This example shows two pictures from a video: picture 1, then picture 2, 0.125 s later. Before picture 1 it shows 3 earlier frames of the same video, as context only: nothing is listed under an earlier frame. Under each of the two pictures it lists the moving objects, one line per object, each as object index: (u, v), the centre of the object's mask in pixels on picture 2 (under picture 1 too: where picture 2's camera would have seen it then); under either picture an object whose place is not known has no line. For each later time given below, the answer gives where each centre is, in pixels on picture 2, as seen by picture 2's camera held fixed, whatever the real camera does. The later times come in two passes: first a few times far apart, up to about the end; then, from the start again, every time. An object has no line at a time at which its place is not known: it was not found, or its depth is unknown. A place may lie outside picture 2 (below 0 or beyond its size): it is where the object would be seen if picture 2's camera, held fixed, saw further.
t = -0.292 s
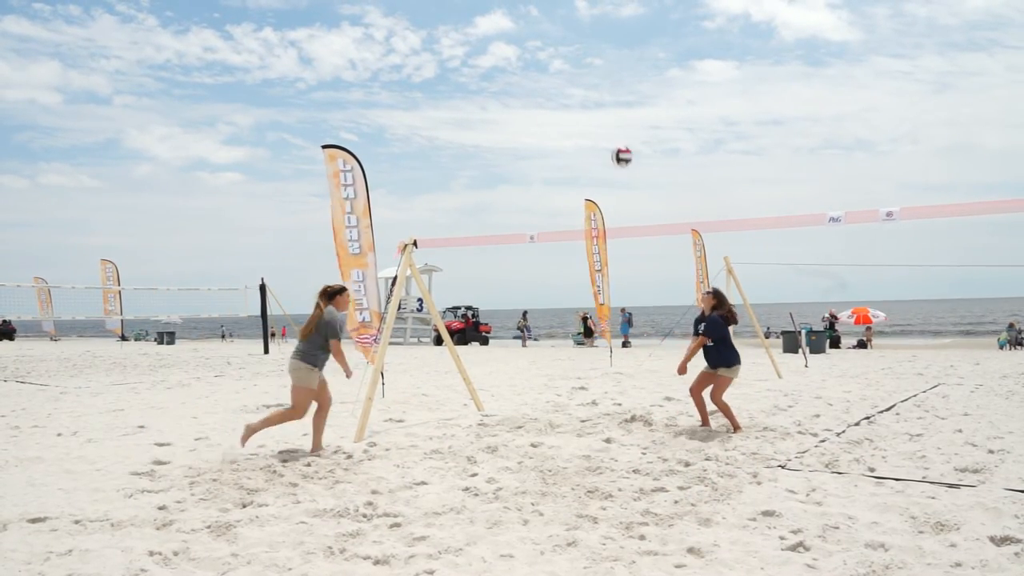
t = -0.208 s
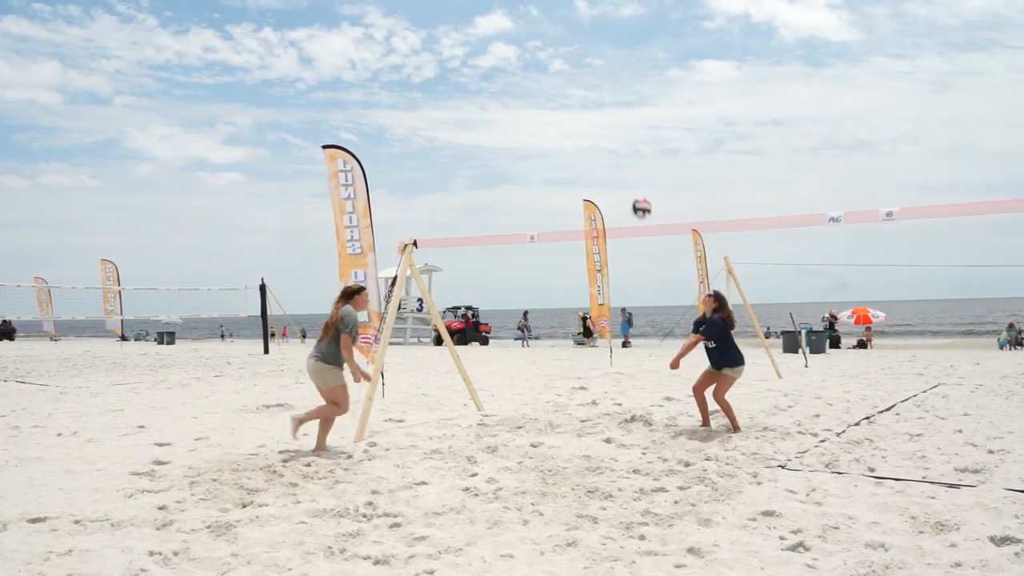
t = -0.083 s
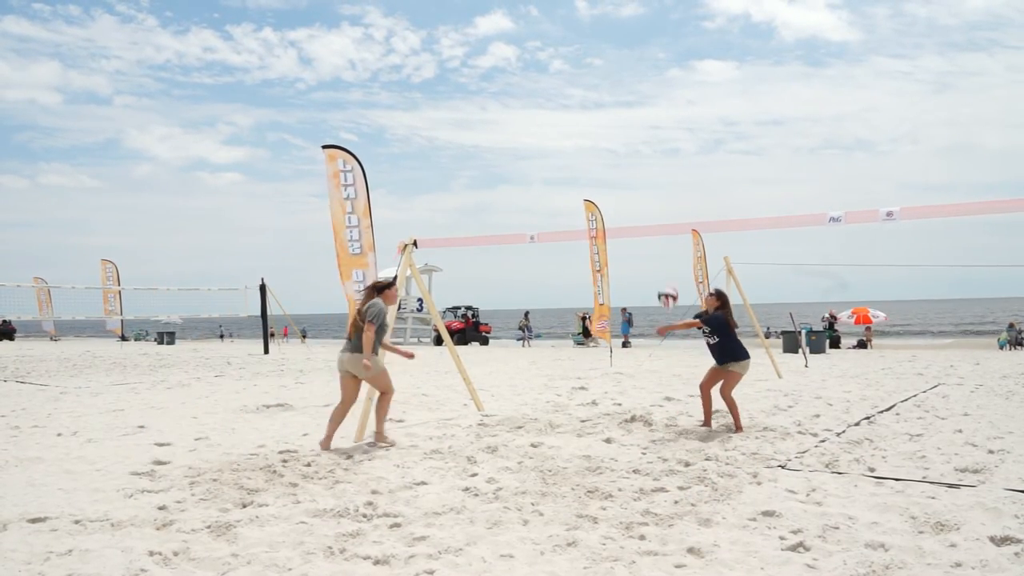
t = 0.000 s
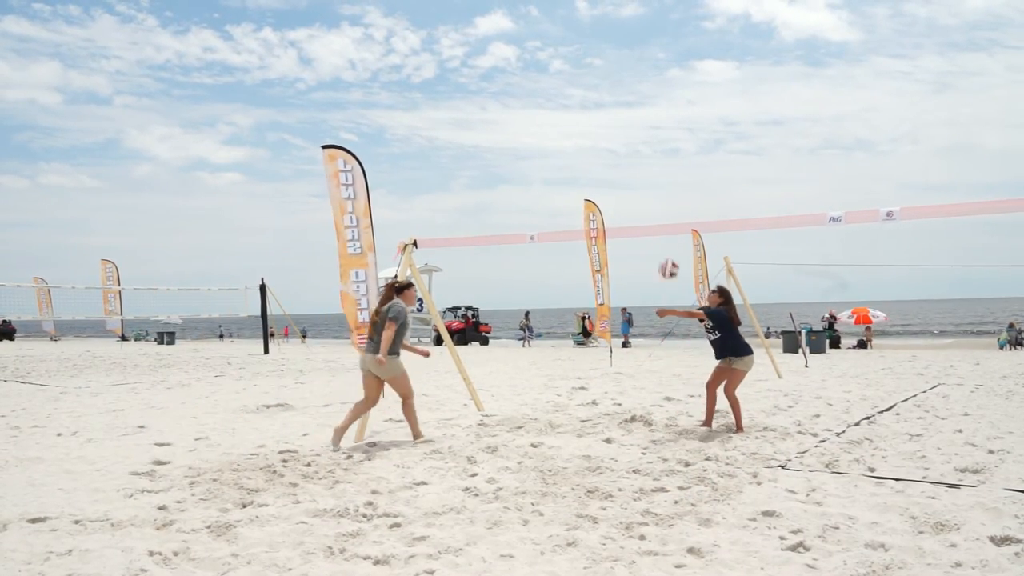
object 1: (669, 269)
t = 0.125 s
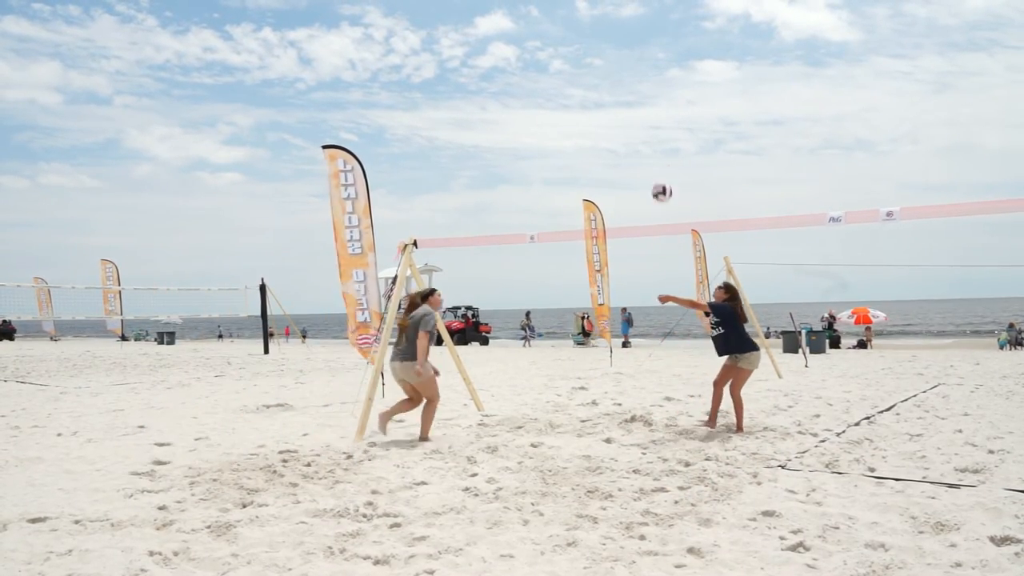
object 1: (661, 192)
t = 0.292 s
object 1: (653, 117)
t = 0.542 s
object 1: (640, 54)
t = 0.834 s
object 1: (625, 56)
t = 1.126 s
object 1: (611, 134)
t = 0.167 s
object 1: (660, 171)
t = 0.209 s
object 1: (657, 151)
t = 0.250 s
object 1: (655, 133)
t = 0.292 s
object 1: (653, 117)
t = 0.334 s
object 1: (651, 102)
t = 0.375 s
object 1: (650, 90)
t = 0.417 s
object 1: (647, 78)
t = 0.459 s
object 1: (645, 68)
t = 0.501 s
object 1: (642, 60)
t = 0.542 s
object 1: (640, 54)
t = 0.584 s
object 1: (638, 49)
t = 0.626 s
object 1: (636, 47)
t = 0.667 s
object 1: (633, 45)
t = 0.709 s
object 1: (632, 46)
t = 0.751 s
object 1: (629, 47)
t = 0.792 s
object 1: (627, 51)
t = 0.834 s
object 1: (625, 56)
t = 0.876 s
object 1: (623, 64)
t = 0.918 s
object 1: (621, 71)
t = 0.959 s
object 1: (620, 81)
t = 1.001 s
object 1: (617, 92)
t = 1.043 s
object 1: (615, 105)
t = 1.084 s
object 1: (613, 119)
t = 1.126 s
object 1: (611, 134)
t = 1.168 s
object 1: (609, 152)
